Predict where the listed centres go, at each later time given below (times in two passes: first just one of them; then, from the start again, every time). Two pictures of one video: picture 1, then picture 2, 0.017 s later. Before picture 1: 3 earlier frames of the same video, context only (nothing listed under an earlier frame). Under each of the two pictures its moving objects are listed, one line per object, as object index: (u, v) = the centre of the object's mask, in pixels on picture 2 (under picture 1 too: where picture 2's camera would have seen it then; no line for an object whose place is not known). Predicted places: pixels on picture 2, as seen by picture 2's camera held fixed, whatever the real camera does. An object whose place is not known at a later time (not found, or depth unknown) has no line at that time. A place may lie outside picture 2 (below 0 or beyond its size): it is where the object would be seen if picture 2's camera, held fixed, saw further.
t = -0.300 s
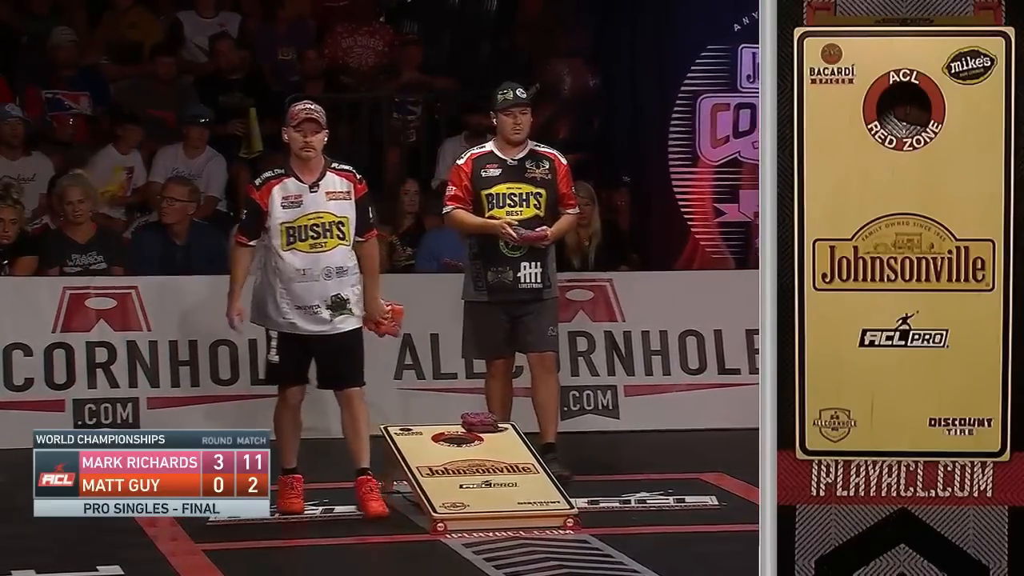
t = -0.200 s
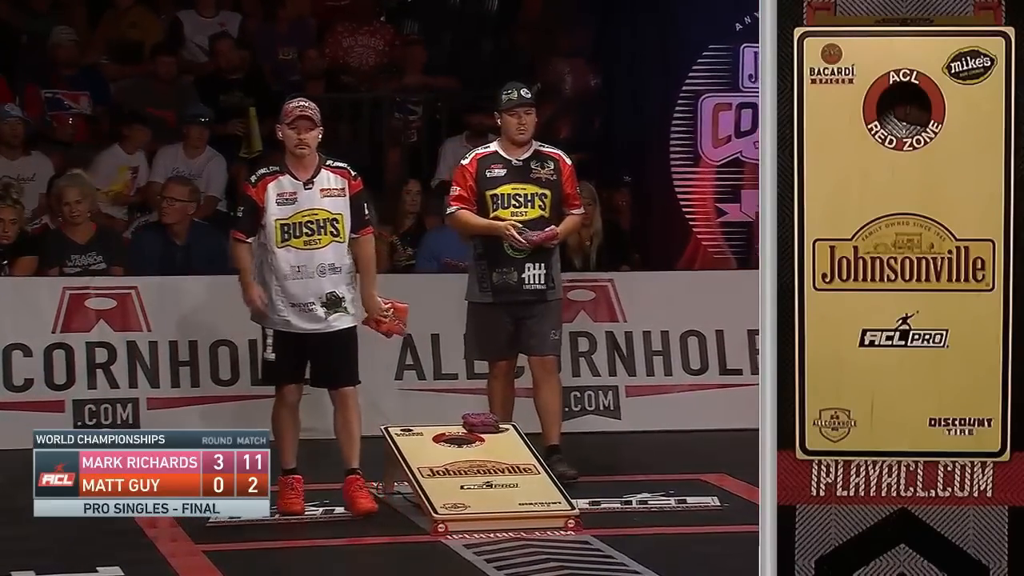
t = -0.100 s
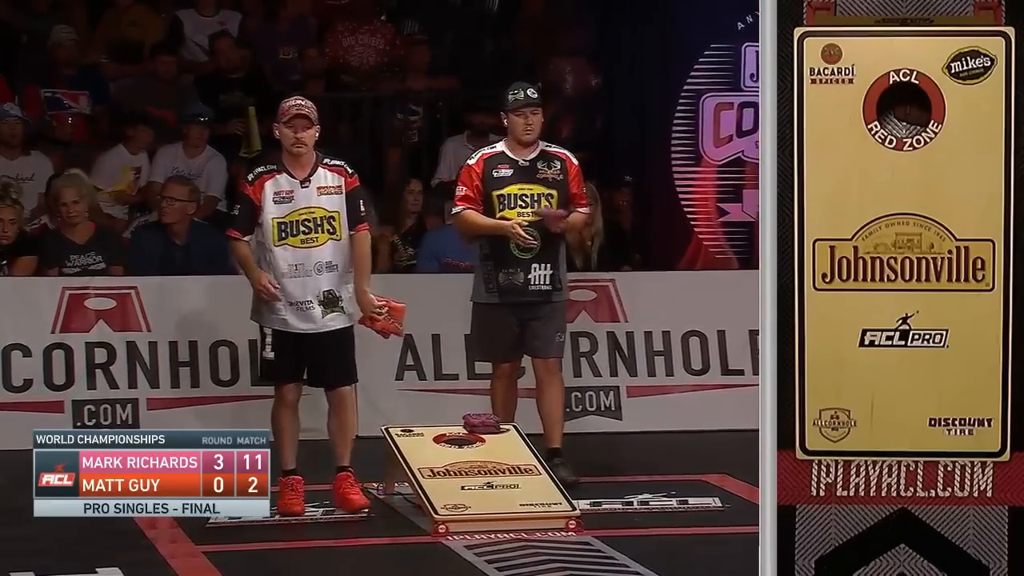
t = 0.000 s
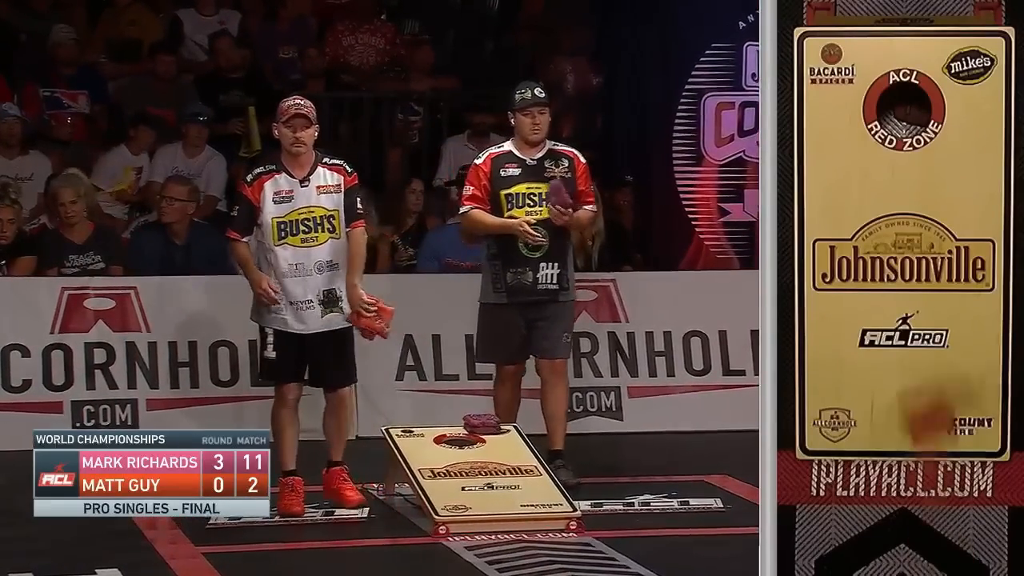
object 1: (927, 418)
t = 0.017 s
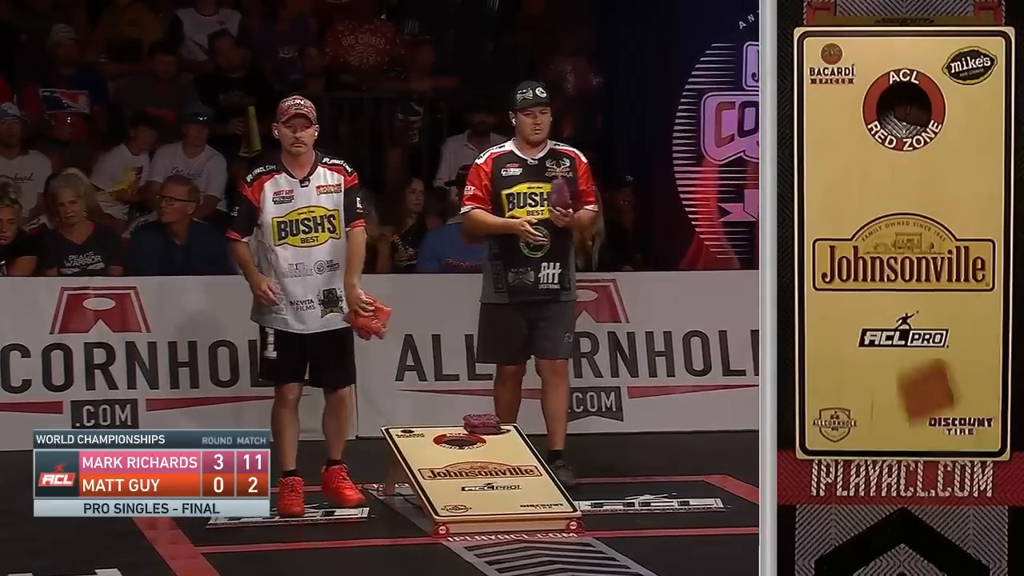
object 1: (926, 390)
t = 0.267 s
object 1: (915, 201)
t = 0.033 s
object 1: (926, 377)
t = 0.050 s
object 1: (926, 365)
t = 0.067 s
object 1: (926, 349)
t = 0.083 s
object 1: (925, 332)
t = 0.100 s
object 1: (925, 318)
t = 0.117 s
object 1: (924, 306)
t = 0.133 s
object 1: (922, 292)
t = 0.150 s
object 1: (920, 277)
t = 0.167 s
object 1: (919, 264)
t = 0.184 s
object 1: (918, 253)
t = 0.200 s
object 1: (917, 240)
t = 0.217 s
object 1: (918, 229)
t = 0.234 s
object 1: (917, 220)
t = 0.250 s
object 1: (916, 211)
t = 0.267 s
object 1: (915, 201)
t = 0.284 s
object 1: (915, 193)
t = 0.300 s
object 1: (914, 186)
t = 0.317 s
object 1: (914, 180)
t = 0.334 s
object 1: (913, 173)
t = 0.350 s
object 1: (913, 168)
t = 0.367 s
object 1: (913, 163)
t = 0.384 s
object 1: (912, 160)
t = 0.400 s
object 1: (912, 157)
